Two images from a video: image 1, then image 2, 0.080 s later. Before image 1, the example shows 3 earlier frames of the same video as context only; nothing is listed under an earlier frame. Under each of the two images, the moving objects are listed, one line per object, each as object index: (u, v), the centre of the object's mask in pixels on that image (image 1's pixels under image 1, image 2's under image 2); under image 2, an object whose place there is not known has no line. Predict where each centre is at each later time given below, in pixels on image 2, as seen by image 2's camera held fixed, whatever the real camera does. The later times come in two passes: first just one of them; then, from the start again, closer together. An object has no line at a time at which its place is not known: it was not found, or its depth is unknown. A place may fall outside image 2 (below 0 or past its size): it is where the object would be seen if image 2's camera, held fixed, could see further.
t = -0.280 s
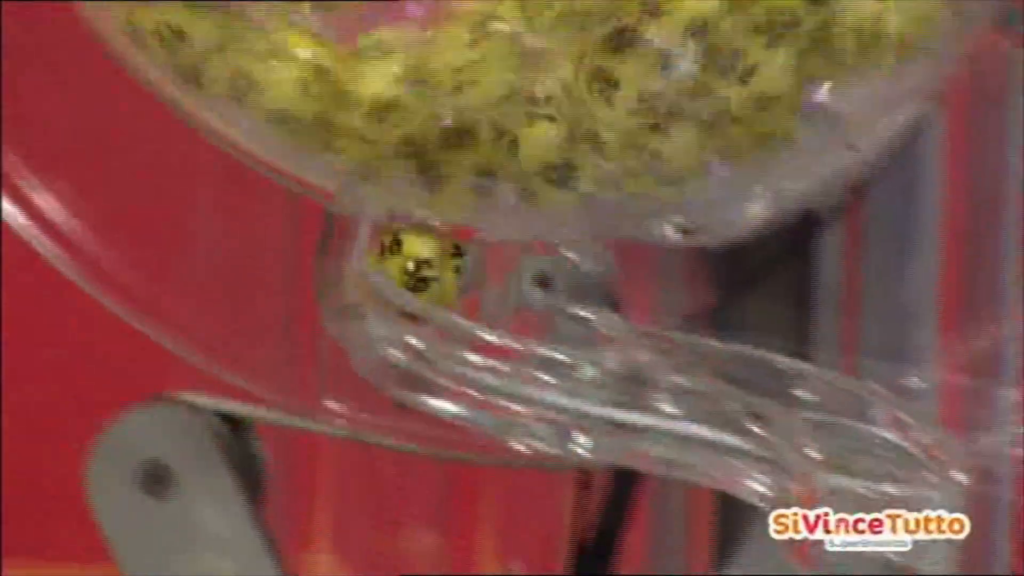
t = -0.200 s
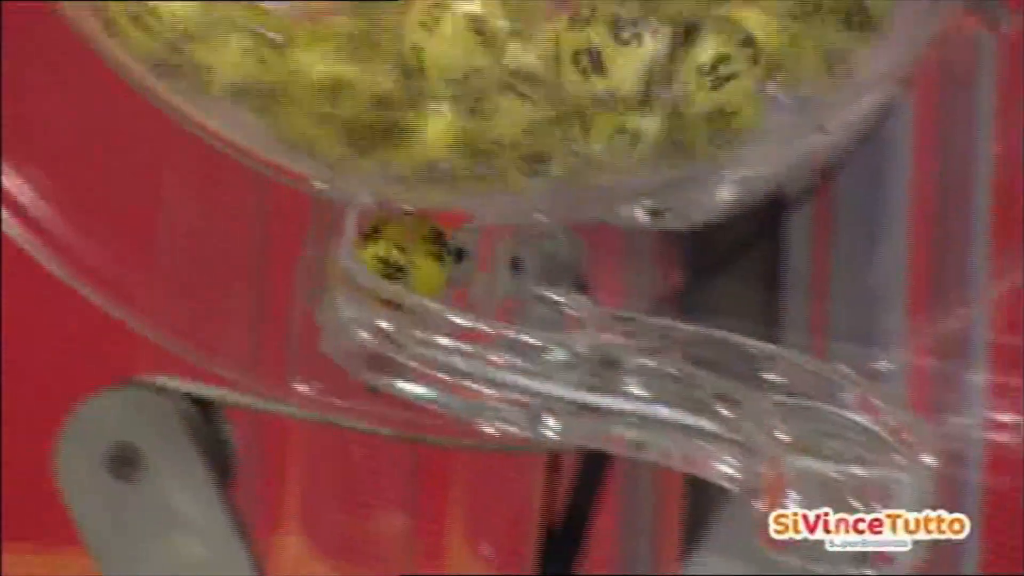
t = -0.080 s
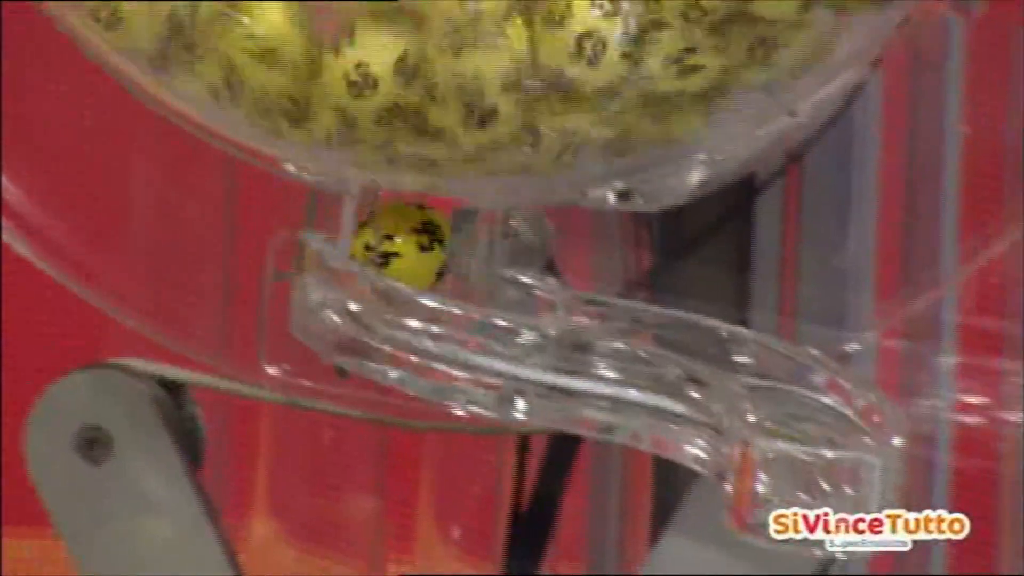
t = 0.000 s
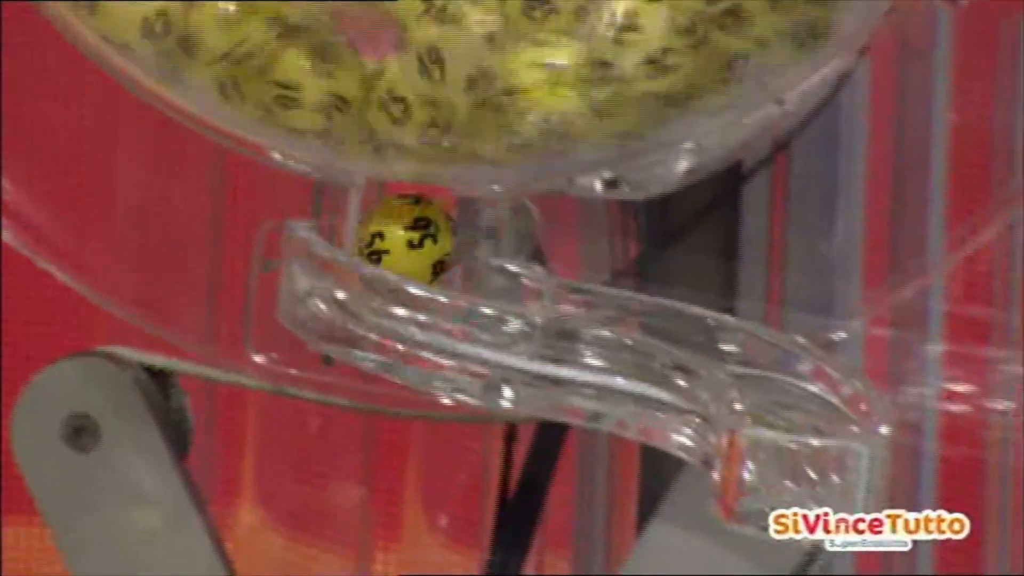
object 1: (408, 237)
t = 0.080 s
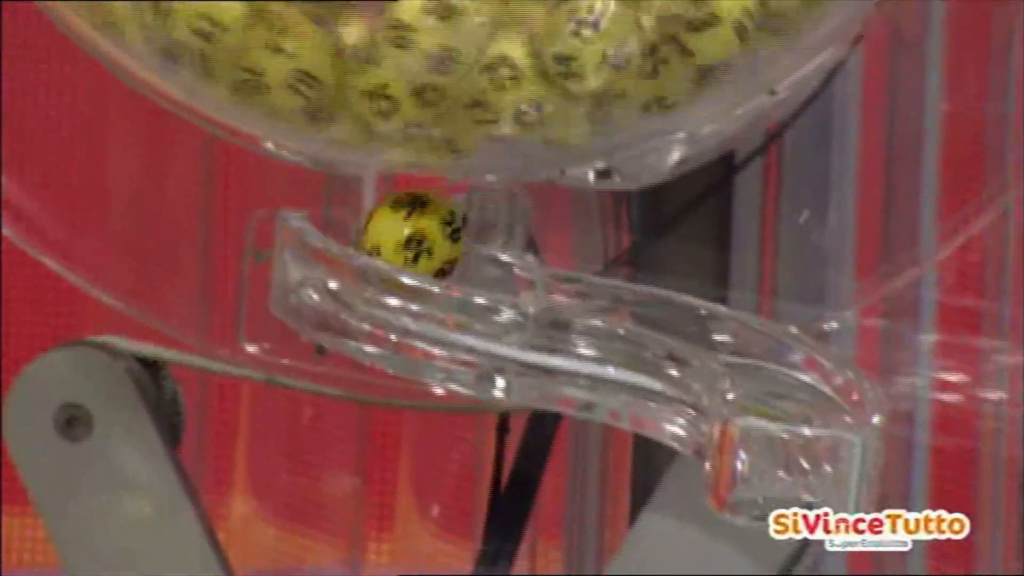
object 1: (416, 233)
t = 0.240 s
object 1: (385, 254)
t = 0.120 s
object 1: (419, 237)
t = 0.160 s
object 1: (419, 241)
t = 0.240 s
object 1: (385, 254)
